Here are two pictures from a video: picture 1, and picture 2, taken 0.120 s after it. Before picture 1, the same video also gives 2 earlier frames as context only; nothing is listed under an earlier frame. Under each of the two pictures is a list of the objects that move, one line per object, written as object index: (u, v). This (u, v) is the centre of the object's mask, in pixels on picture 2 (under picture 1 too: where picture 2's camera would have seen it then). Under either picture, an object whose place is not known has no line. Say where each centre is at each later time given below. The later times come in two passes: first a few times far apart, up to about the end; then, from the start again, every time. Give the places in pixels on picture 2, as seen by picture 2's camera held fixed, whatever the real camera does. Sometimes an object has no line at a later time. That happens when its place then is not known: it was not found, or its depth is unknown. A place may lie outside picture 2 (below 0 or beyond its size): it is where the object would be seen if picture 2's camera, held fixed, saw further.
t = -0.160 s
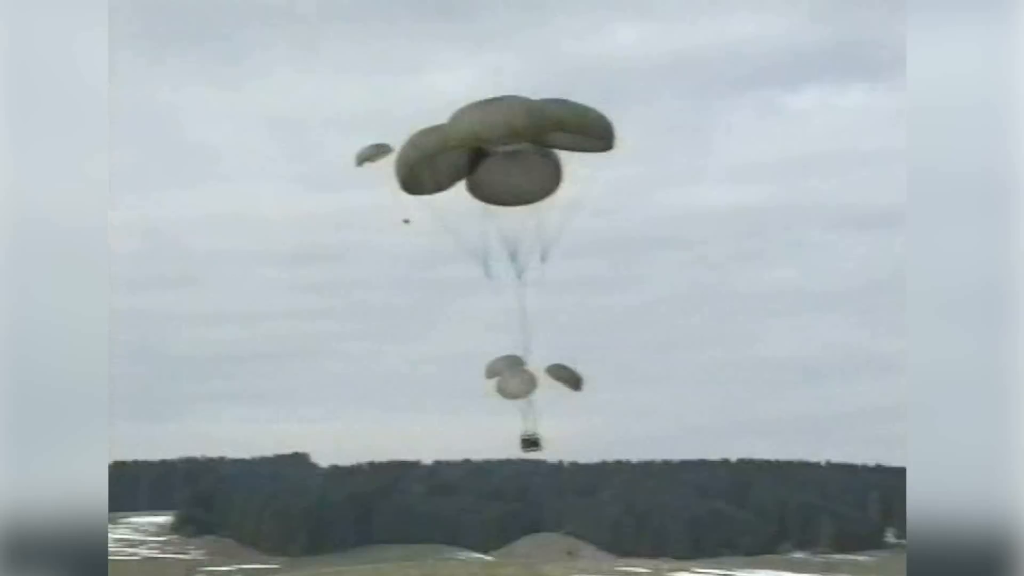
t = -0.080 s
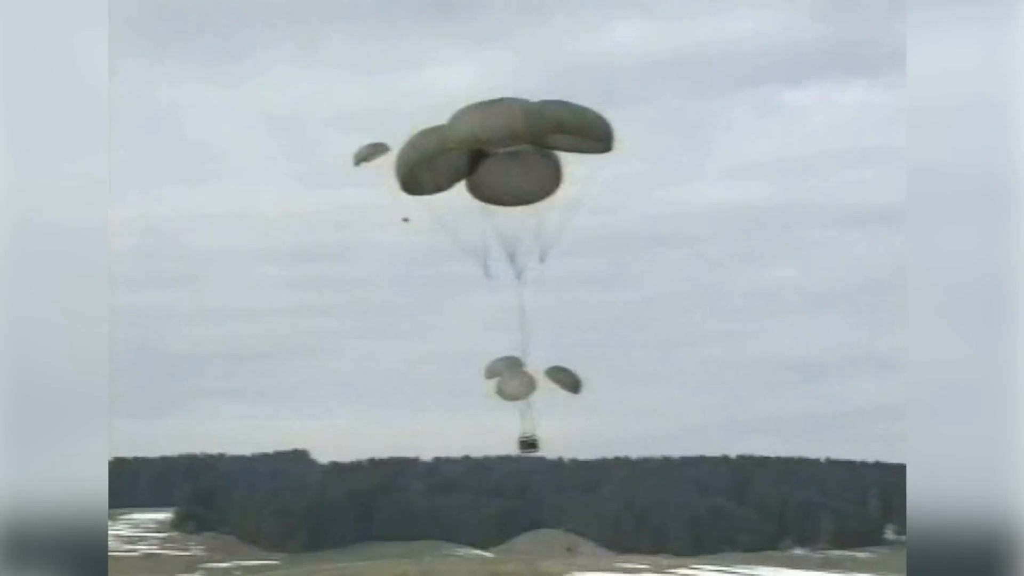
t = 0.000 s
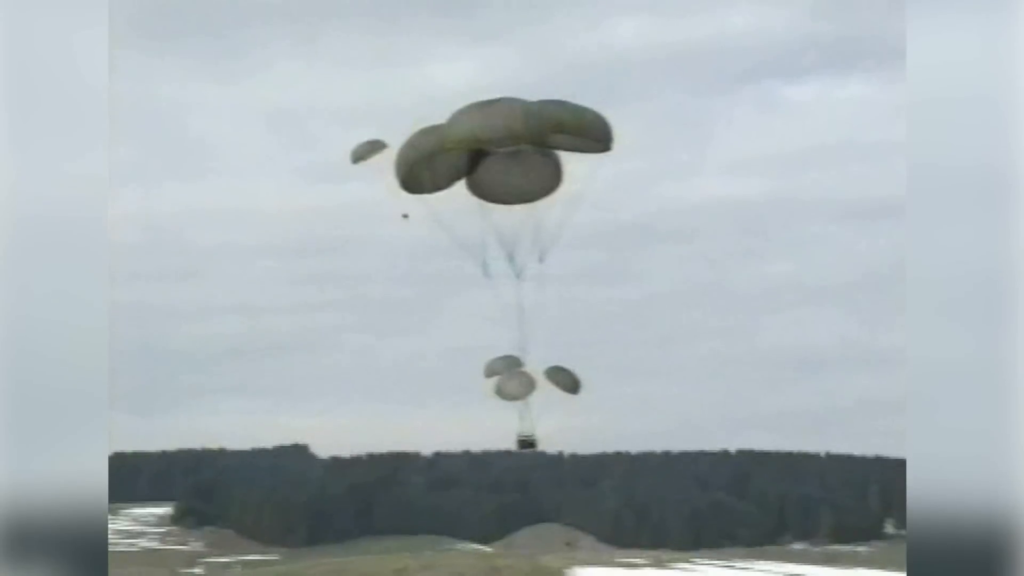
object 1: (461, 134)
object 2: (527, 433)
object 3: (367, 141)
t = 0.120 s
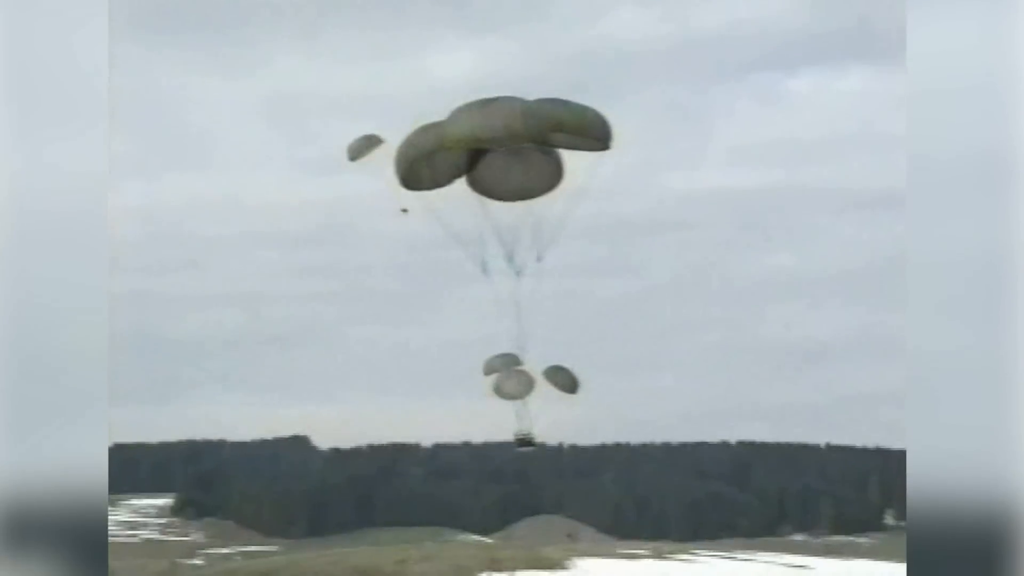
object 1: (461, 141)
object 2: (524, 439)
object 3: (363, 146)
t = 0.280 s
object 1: (463, 149)
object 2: (521, 448)
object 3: (360, 153)
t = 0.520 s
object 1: (464, 163)
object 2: (515, 466)
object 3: (357, 167)
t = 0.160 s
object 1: (462, 143)
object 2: (523, 441)
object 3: (362, 148)
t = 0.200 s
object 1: (463, 145)
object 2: (522, 444)
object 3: (362, 149)
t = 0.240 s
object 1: (463, 147)
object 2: (521, 446)
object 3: (360, 151)
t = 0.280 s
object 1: (463, 149)
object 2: (521, 448)
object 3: (360, 153)
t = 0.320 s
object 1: (463, 152)
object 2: (520, 450)
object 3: (359, 155)
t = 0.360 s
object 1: (463, 154)
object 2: (519, 452)
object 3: (359, 157)
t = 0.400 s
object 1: (463, 156)
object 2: (518, 456)
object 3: (358, 159)
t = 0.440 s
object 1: (463, 159)
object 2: (517, 459)
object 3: (358, 161)
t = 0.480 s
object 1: (463, 161)
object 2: (516, 464)
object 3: (357, 164)
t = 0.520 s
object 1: (464, 163)
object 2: (515, 466)
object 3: (357, 167)
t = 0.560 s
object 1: (464, 165)
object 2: (514, 468)
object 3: (356, 170)
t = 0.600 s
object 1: (462, 168)
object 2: (512, 471)
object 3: (356, 172)
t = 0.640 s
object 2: (512, 473)
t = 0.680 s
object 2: (511, 476)
